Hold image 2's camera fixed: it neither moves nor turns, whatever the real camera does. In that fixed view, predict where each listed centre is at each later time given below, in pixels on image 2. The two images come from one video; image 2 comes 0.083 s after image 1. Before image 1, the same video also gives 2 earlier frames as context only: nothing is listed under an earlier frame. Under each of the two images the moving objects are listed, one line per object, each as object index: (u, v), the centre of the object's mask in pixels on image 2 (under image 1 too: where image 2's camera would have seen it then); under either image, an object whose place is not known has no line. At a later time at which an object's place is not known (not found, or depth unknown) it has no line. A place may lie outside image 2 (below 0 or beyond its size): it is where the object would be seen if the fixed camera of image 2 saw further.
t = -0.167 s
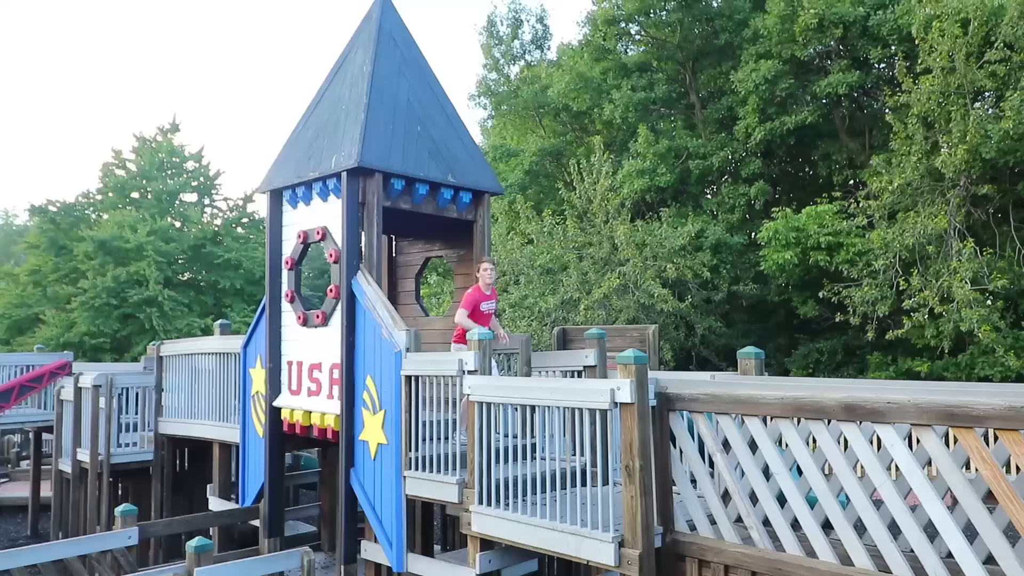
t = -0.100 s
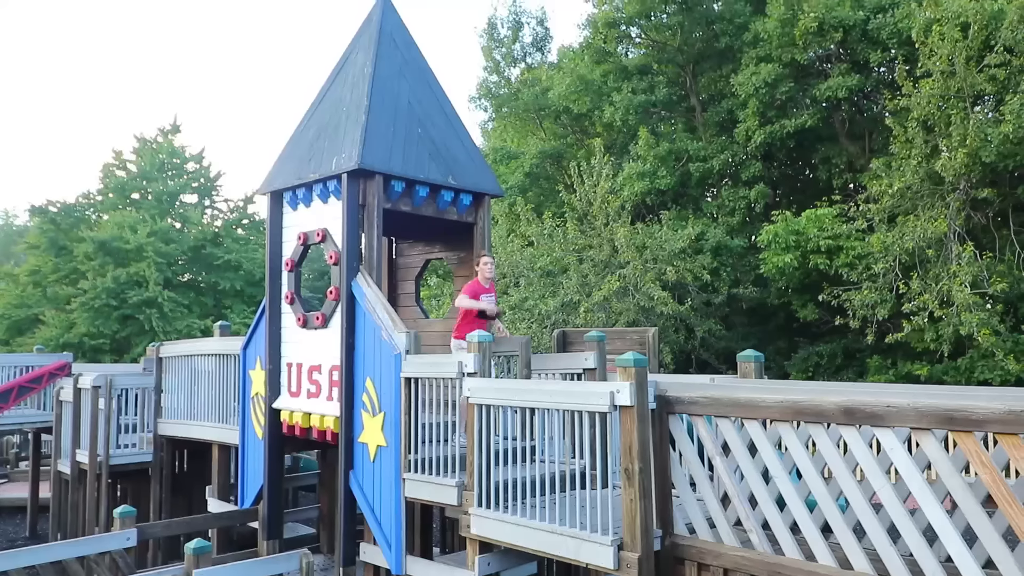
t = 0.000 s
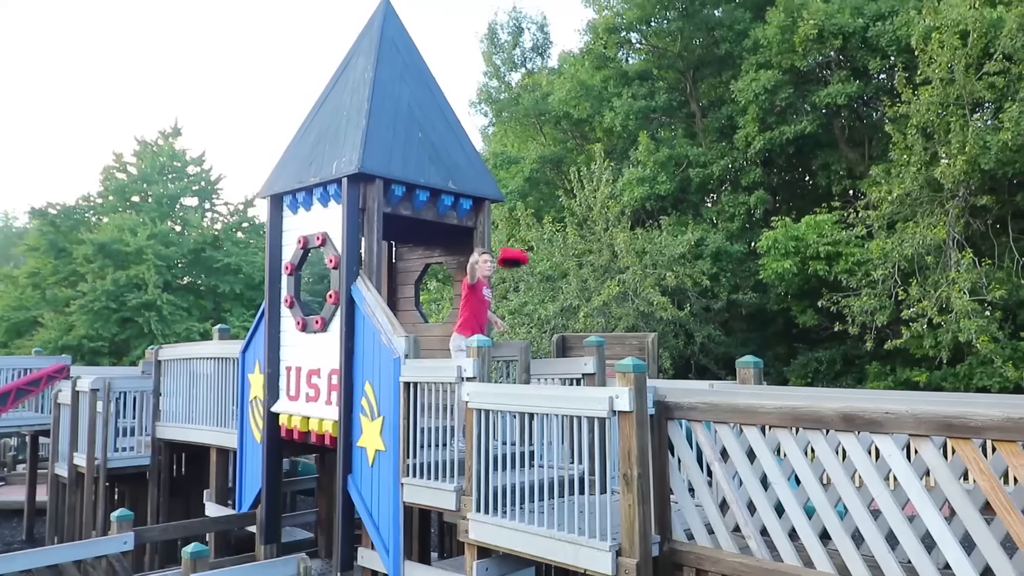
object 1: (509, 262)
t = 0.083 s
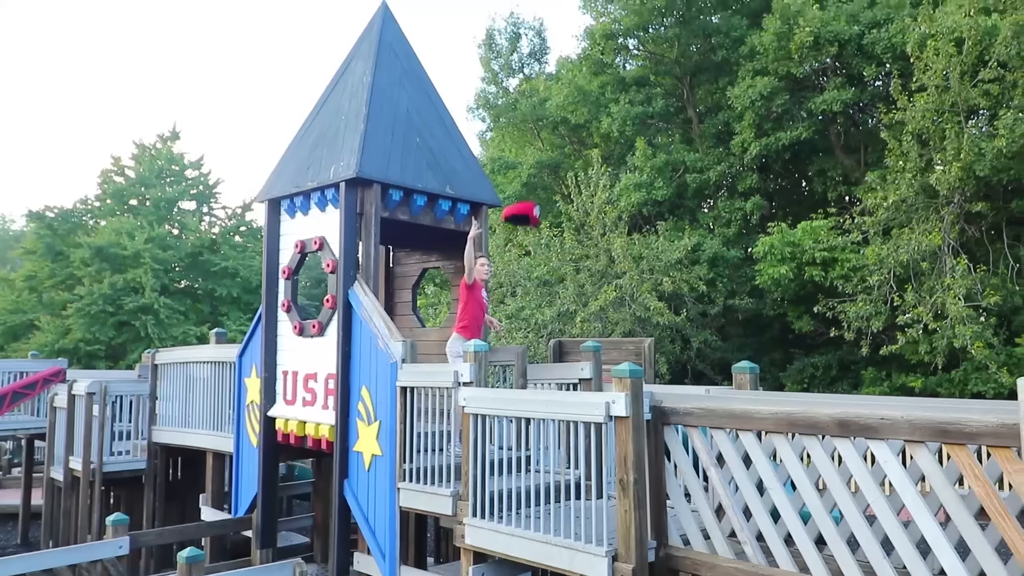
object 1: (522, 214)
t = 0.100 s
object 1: (525, 205)
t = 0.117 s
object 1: (529, 197)
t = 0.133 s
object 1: (534, 187)
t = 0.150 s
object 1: (538, 178)
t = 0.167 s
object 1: (541, 169)
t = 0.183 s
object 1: (545, 161)
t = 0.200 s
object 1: (547, 153)
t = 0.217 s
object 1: (549, 144)
